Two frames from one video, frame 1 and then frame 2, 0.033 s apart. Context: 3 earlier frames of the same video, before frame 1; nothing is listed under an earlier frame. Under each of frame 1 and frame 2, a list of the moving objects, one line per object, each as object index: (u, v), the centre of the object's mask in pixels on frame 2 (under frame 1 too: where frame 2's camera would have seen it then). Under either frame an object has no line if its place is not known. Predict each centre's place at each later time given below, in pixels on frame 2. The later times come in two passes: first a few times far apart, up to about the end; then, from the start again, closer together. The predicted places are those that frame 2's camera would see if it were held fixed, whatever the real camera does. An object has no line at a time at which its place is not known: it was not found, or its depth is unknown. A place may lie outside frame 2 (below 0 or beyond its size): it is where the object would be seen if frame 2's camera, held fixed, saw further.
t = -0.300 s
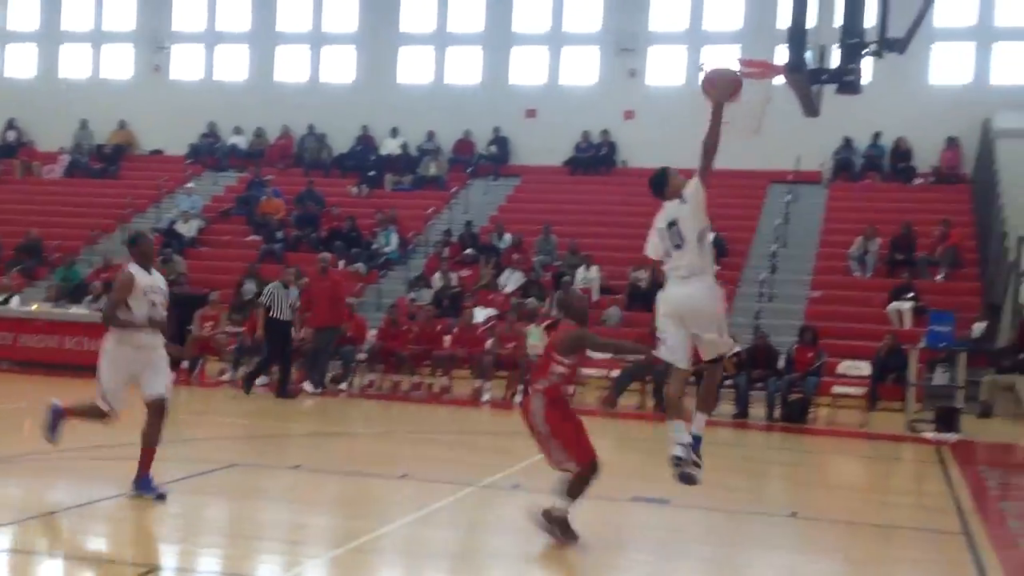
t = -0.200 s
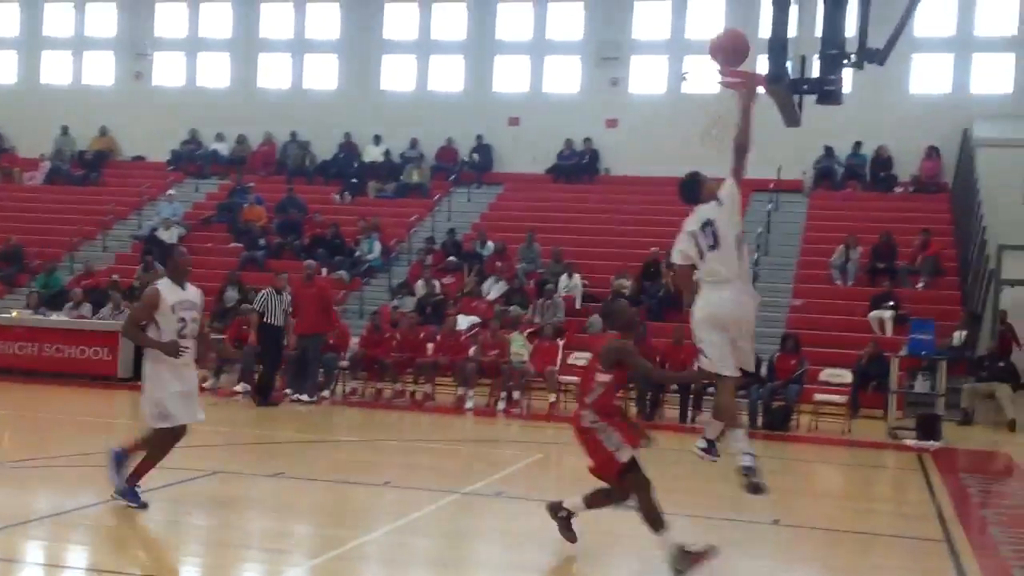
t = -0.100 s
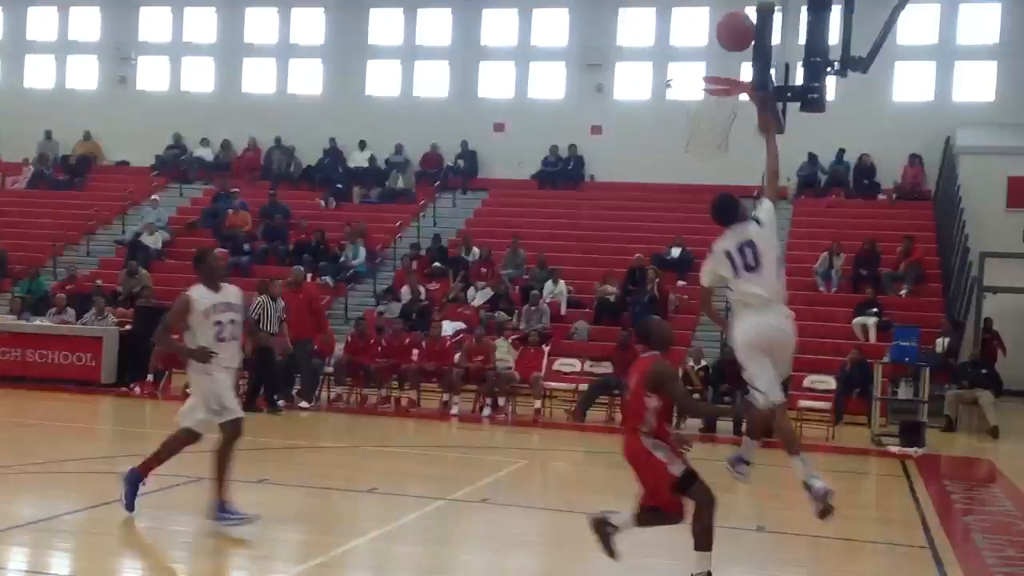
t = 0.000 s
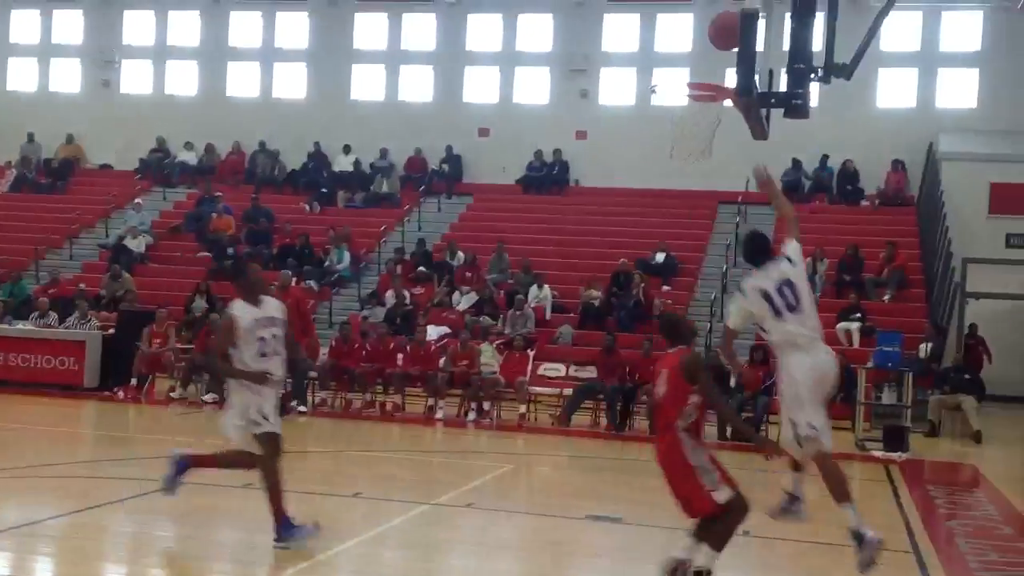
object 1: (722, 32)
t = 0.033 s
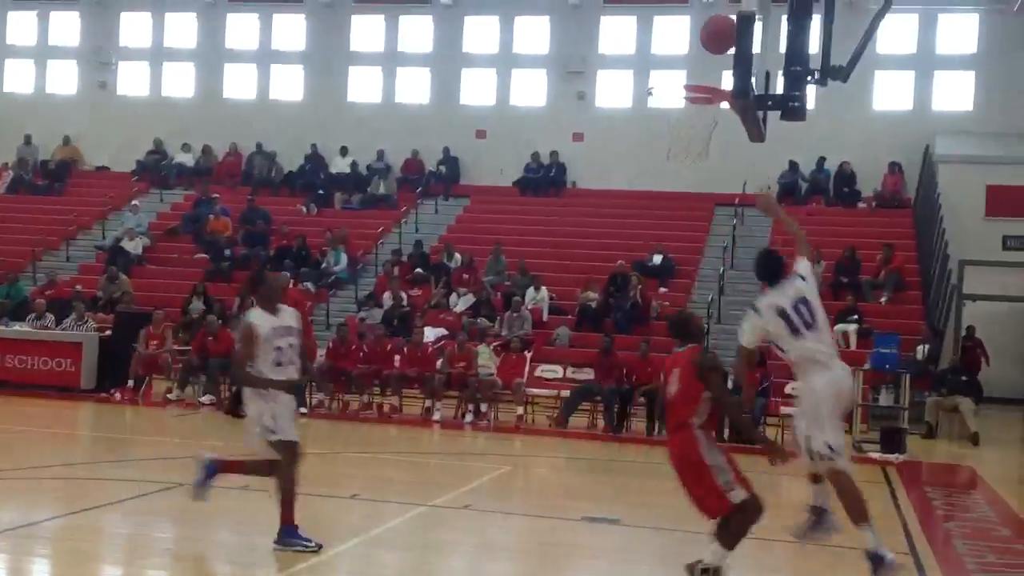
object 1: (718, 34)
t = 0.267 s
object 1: (681, 94)
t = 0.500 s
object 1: (659, 166)
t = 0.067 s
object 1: (713, 39)
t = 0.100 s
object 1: (709, 44)
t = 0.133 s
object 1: (704, 50)
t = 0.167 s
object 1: (698, 57)
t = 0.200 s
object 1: (692, 67)
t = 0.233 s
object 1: (686, 76)
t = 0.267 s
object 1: (681, 94)
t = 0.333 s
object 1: (670, 123)
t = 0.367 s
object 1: (666, 131)
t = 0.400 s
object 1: (663, 138)
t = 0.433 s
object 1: (662, 147)
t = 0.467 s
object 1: (661, 155)
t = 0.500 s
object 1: (659, 166)
